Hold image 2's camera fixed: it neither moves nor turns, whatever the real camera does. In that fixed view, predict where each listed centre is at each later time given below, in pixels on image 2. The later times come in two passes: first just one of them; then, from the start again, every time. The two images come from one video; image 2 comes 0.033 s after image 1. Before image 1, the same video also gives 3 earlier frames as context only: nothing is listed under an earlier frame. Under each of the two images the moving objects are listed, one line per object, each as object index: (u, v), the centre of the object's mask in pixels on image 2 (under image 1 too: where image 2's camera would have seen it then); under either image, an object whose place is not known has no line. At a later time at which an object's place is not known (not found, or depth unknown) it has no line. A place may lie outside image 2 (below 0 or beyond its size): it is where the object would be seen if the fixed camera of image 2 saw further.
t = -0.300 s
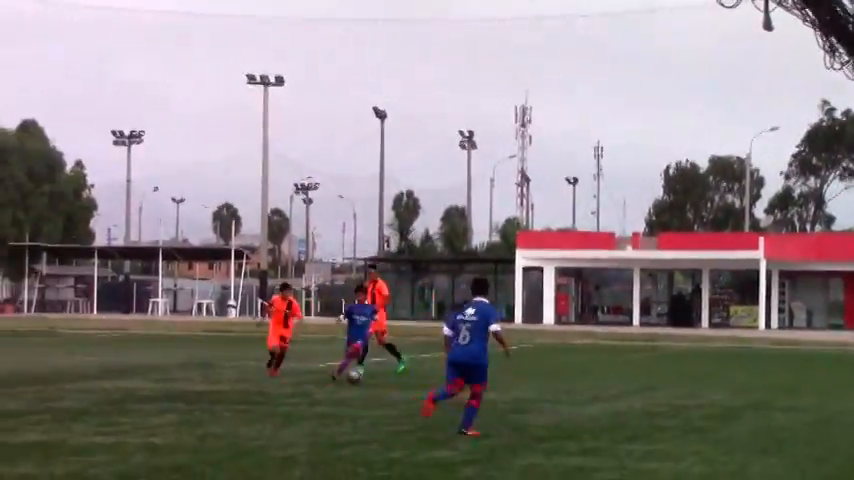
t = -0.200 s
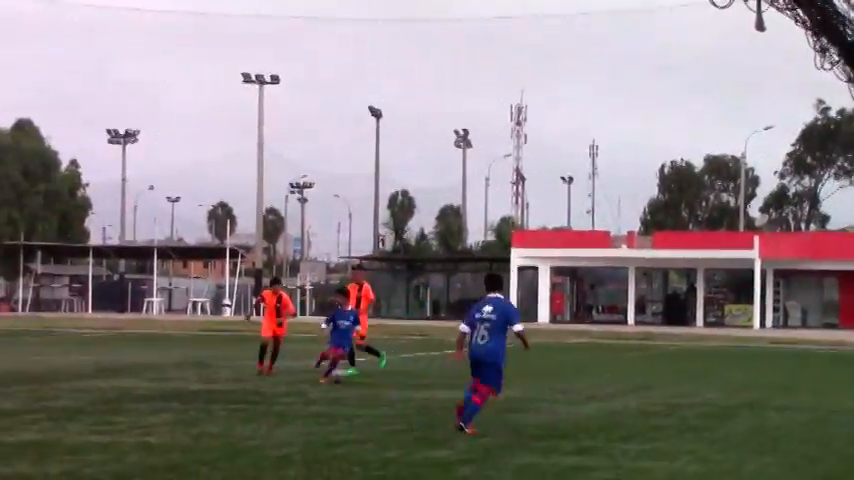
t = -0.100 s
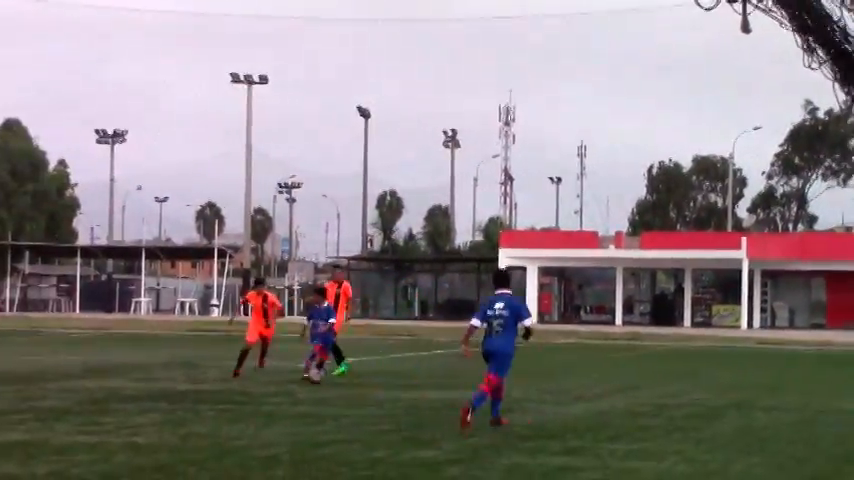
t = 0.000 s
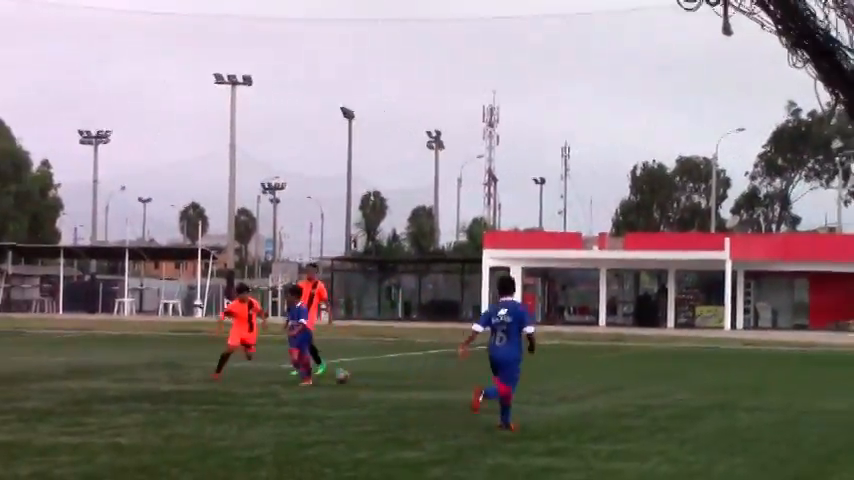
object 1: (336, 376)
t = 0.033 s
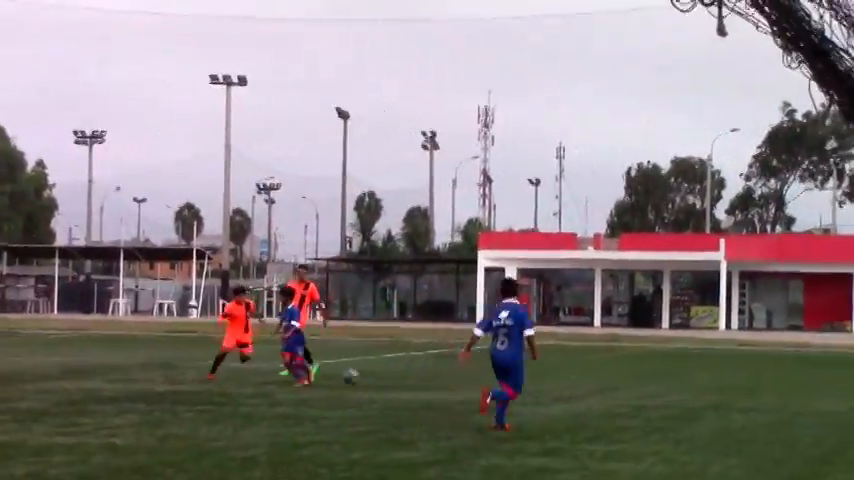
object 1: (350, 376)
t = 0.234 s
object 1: (423, 379)
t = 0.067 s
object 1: (365, 377)
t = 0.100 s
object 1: (379, 380)
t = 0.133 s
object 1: (391, 381)
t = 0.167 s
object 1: (402, 380)
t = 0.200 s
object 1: (413, 379)
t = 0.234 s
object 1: (423, 379)
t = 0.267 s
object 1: (434, 381)
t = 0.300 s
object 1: (446, 382)
